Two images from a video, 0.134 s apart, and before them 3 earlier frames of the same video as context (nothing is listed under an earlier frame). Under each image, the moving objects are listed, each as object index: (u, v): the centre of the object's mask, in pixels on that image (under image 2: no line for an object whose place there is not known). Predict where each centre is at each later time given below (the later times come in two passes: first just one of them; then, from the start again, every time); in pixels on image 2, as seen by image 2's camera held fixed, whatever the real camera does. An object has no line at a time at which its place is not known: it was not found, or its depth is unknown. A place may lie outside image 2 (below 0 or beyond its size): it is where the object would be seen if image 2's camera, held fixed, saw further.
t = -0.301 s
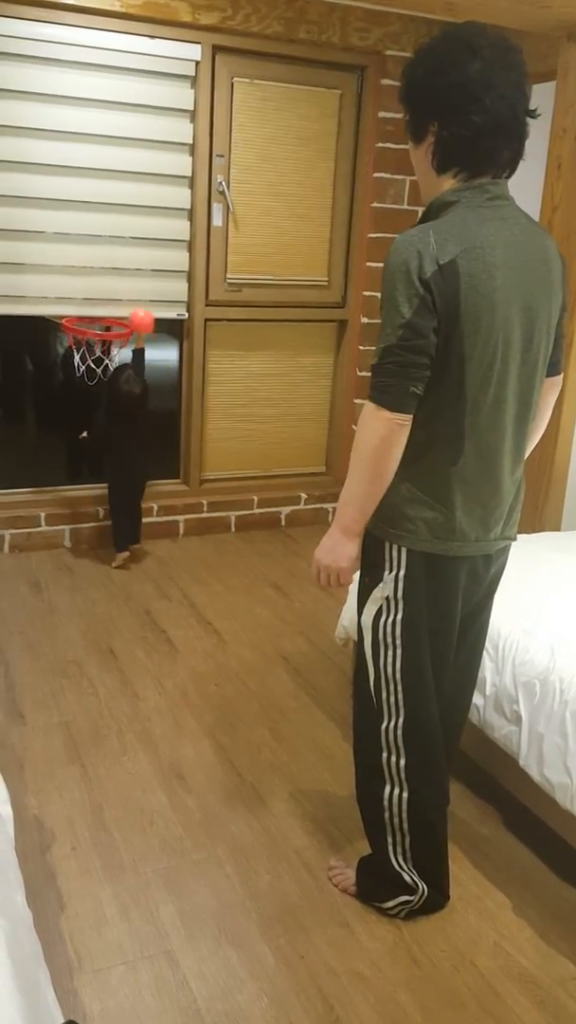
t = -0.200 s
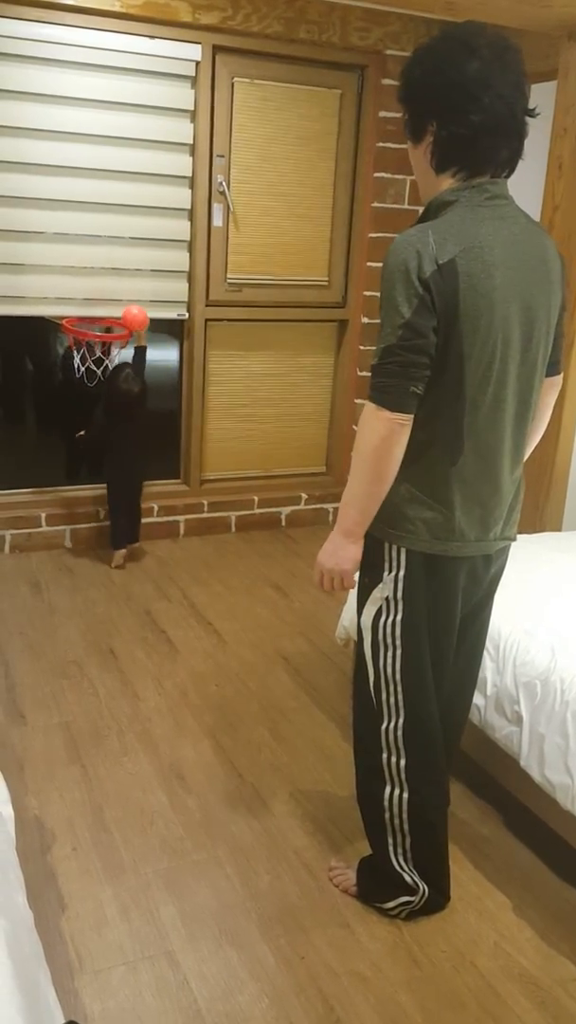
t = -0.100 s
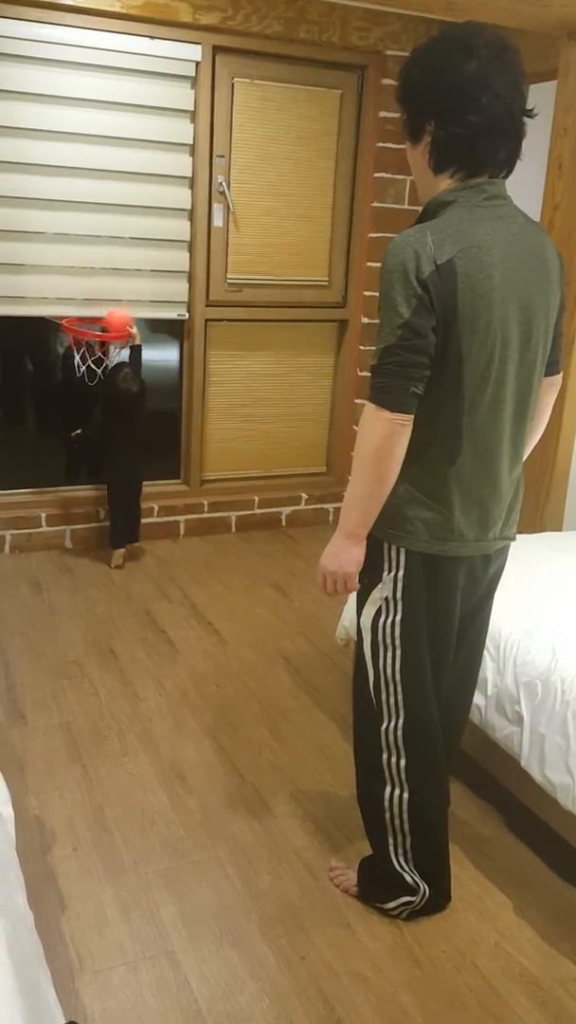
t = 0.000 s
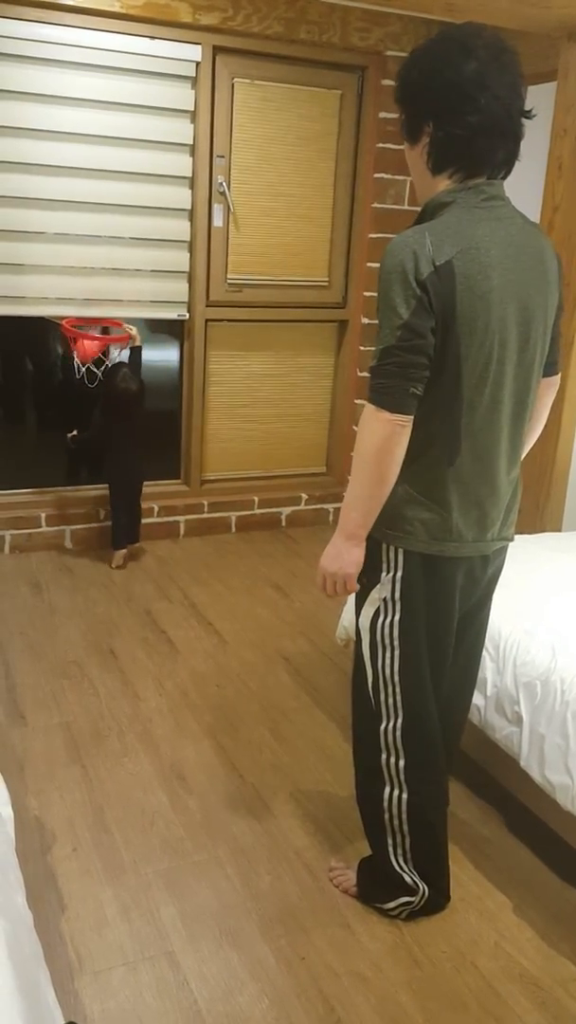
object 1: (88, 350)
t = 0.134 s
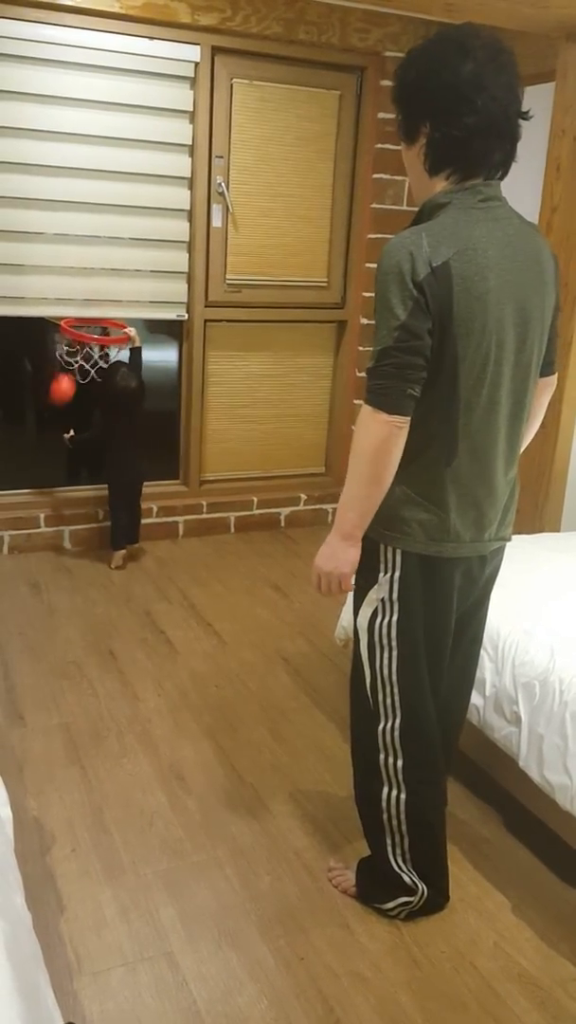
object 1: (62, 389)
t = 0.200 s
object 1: (53, 420)
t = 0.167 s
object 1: (58, 403)
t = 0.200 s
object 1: (53, 420)
